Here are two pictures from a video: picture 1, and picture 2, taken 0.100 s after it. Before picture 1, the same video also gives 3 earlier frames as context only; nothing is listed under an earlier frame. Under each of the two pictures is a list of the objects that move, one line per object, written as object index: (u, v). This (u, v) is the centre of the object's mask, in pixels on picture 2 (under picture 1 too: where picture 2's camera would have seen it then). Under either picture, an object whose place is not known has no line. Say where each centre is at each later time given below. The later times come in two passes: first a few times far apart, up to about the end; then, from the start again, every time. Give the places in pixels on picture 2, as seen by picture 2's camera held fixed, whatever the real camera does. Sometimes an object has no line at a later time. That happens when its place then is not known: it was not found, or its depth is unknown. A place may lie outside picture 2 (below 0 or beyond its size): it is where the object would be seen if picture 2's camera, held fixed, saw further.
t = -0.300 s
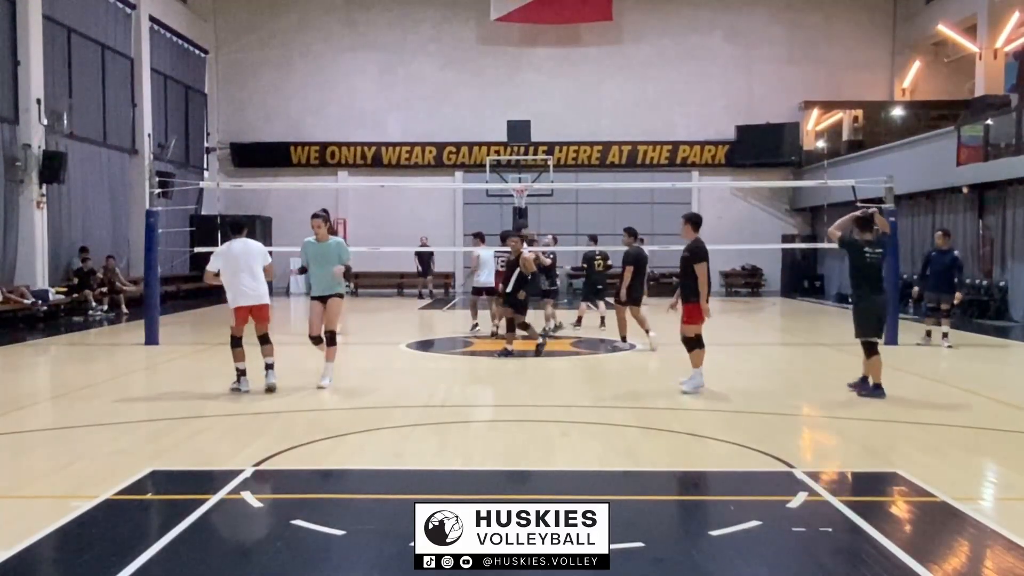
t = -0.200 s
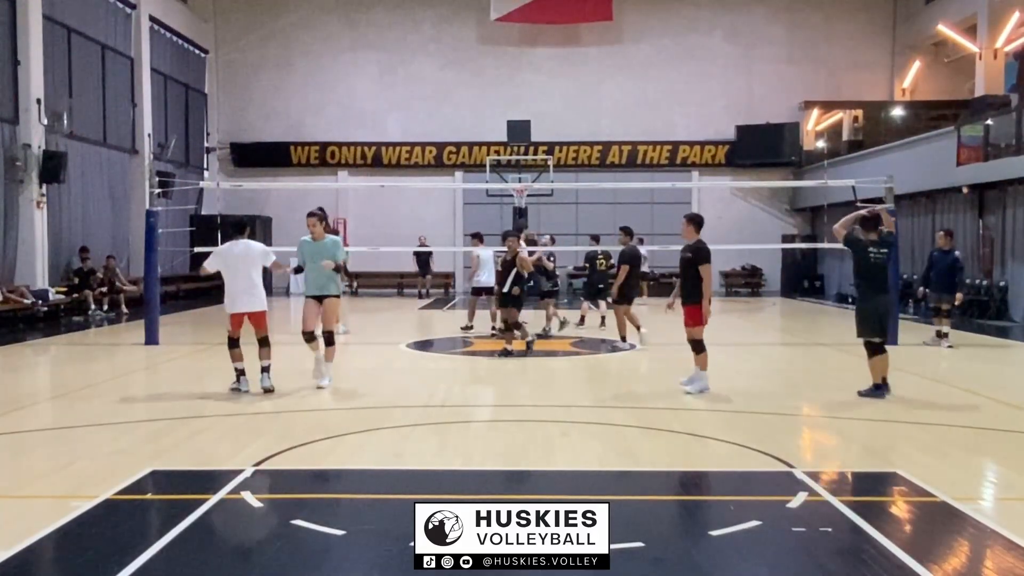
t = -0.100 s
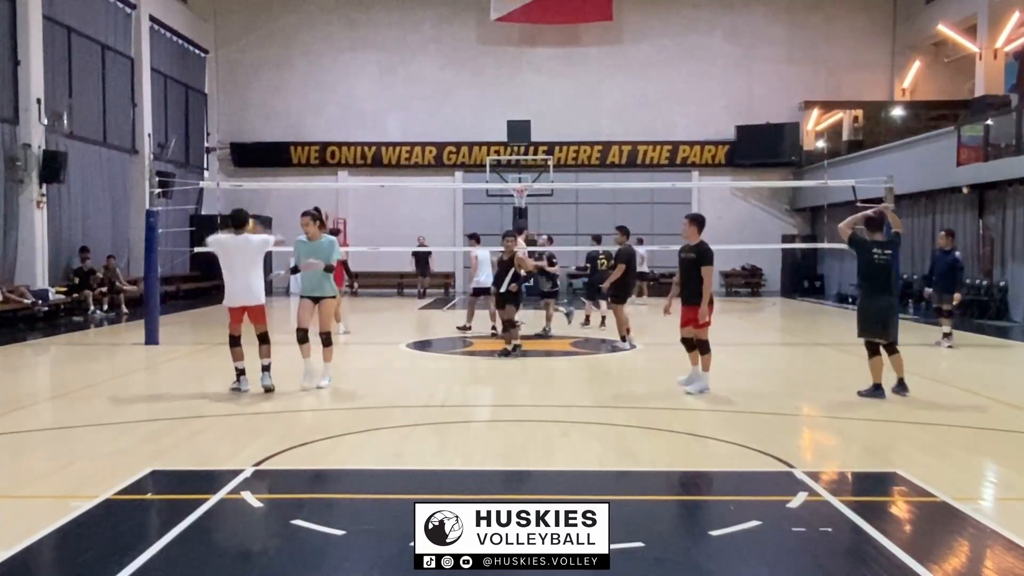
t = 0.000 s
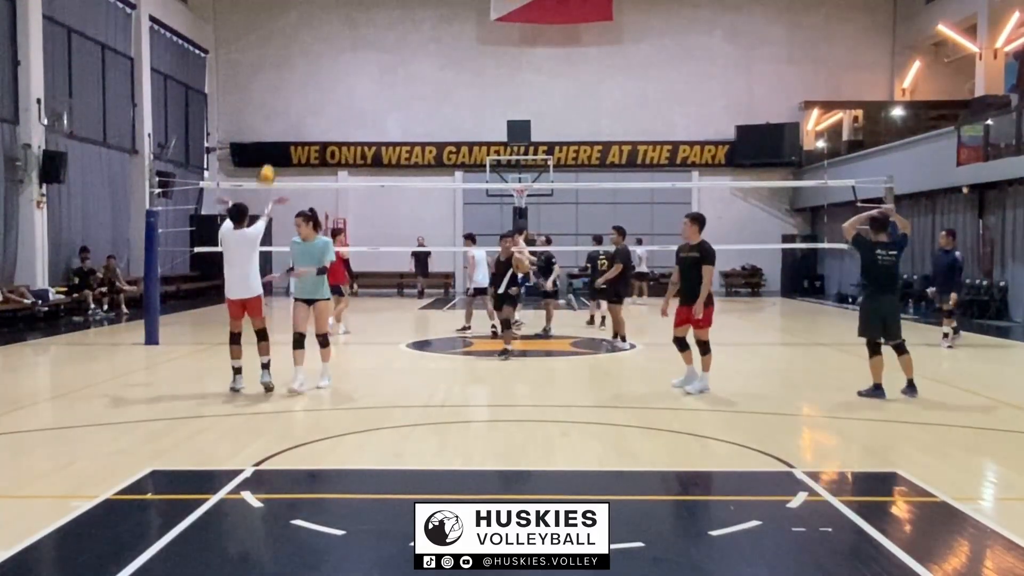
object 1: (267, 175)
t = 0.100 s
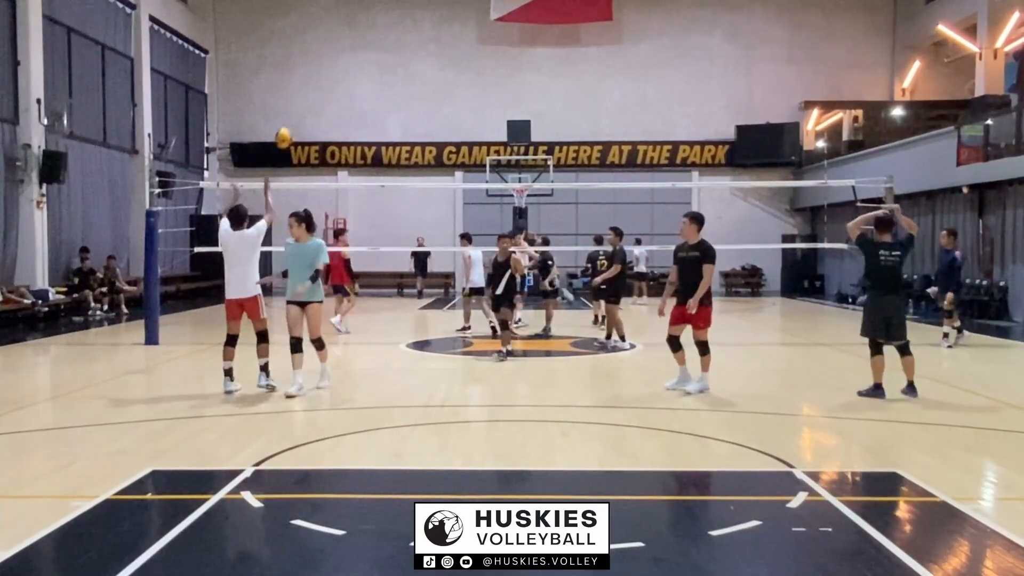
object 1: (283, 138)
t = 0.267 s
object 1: (306, 101)
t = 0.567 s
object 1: (333, 98)
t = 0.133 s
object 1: (289, 126)
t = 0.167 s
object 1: (294, 118)
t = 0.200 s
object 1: (298, 112)
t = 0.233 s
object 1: (303, 106)
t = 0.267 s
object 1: (306, 101)
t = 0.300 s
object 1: (310, 98)
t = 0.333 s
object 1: (314, 95)
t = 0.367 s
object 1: (317, 93)
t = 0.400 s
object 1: (320, 92)
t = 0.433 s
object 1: (323, 93)
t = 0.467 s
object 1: (325, 93)
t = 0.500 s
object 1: (328, 94)
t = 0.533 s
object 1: (331, 96)
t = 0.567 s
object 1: (333, 98)
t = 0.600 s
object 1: (335, 101)
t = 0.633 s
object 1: (338, 104)
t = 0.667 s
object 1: (339, 108)
